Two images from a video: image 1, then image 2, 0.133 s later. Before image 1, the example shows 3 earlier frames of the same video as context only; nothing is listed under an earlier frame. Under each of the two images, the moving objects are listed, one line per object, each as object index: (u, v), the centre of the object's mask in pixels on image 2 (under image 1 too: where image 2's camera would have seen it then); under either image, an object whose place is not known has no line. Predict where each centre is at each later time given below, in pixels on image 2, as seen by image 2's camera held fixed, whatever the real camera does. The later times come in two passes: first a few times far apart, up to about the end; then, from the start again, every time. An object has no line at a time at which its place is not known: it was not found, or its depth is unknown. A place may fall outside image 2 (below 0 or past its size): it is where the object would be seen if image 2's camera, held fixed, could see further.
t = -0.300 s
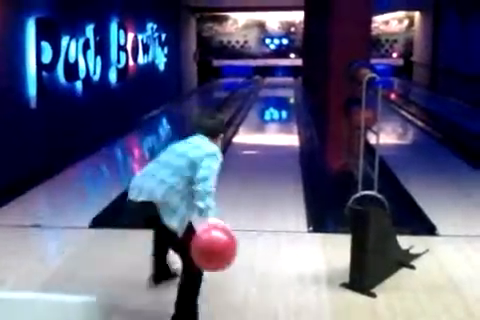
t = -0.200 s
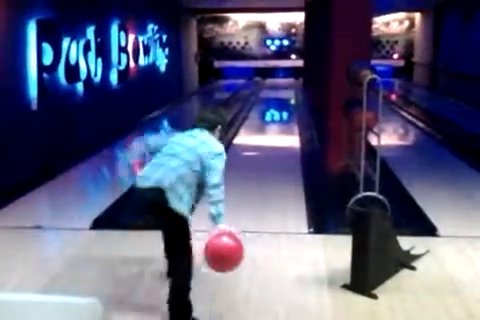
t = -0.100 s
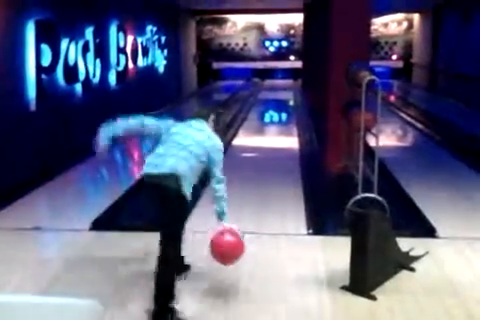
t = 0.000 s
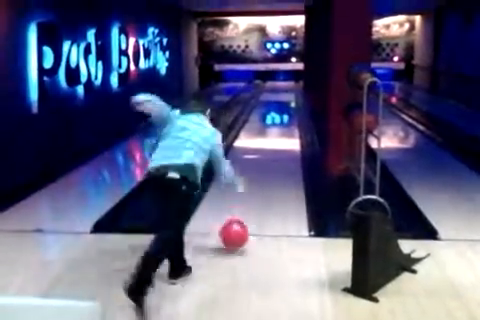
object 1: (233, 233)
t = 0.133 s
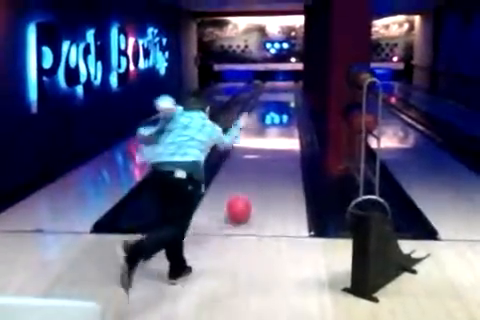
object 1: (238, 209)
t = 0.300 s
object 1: (242, 189)
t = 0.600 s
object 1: (247, 160)
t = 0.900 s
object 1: (251, 145)
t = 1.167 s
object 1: (255, 135)
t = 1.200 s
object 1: (255, 134)
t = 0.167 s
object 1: (239, 205)
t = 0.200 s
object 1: (239, 202)
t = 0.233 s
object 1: (241, 198)
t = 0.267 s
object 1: (241, 192)
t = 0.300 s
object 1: (242, 189)
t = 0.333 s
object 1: (242, 186)
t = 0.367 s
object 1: (244, 177)
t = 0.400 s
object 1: (244, 175)
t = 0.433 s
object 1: (244, 171)
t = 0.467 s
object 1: (244, 169)
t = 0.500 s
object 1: (244, 168)
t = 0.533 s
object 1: (245, 164)
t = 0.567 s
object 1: (245, 162)
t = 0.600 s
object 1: (247, 160)
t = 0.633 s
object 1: (248, 158)
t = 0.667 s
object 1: (249, 158)
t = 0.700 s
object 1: (249, 157)
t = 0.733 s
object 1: (249, 154)
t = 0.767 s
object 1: (250, 151)
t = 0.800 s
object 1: (250, 149)
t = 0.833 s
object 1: (251, 147)
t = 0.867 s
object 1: (252, 148)
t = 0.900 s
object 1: (251, 145)
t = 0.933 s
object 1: (252, 144)
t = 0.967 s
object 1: (252, 143)
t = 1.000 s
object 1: (253, 143)
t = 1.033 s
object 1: (253, 142)
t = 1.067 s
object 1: (253, 140)
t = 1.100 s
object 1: (253, 142)
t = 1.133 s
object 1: (254, 139)
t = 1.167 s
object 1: (255, 135)
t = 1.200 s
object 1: (255, 134)
